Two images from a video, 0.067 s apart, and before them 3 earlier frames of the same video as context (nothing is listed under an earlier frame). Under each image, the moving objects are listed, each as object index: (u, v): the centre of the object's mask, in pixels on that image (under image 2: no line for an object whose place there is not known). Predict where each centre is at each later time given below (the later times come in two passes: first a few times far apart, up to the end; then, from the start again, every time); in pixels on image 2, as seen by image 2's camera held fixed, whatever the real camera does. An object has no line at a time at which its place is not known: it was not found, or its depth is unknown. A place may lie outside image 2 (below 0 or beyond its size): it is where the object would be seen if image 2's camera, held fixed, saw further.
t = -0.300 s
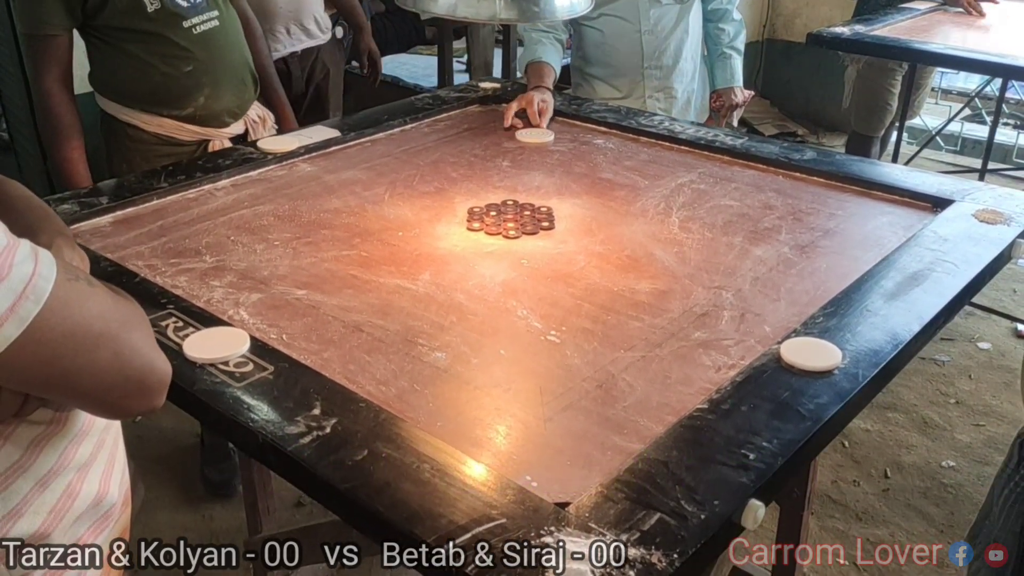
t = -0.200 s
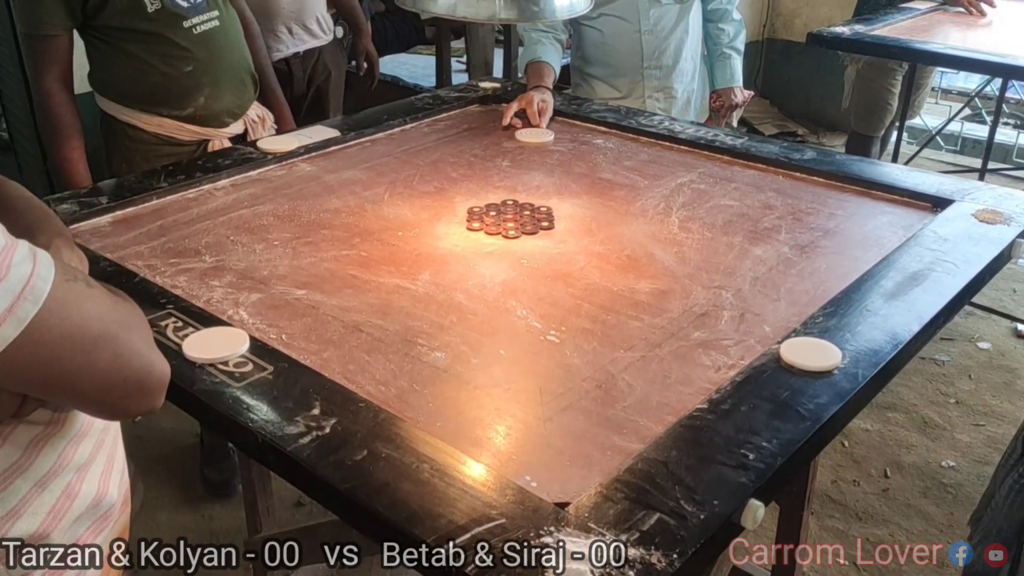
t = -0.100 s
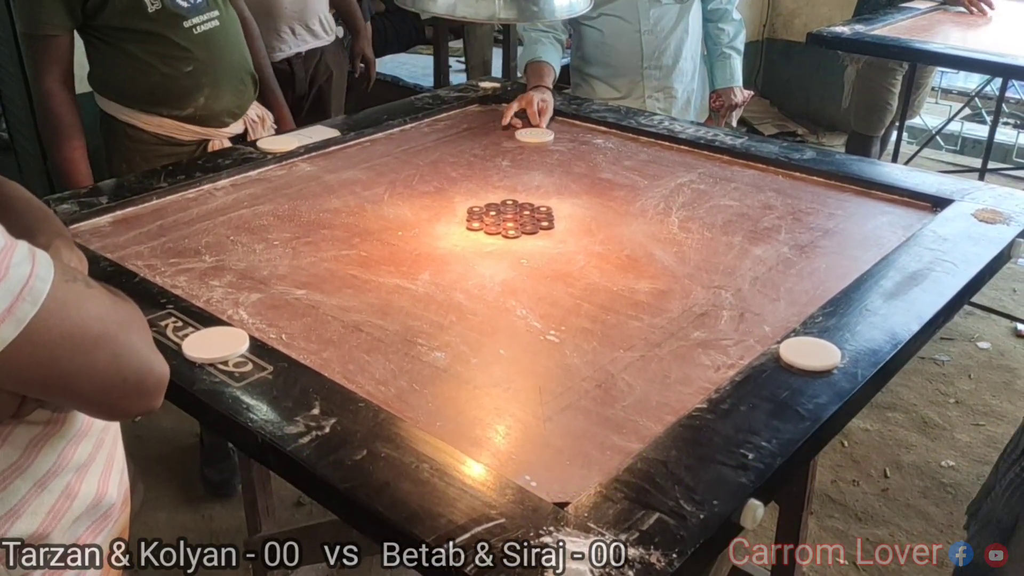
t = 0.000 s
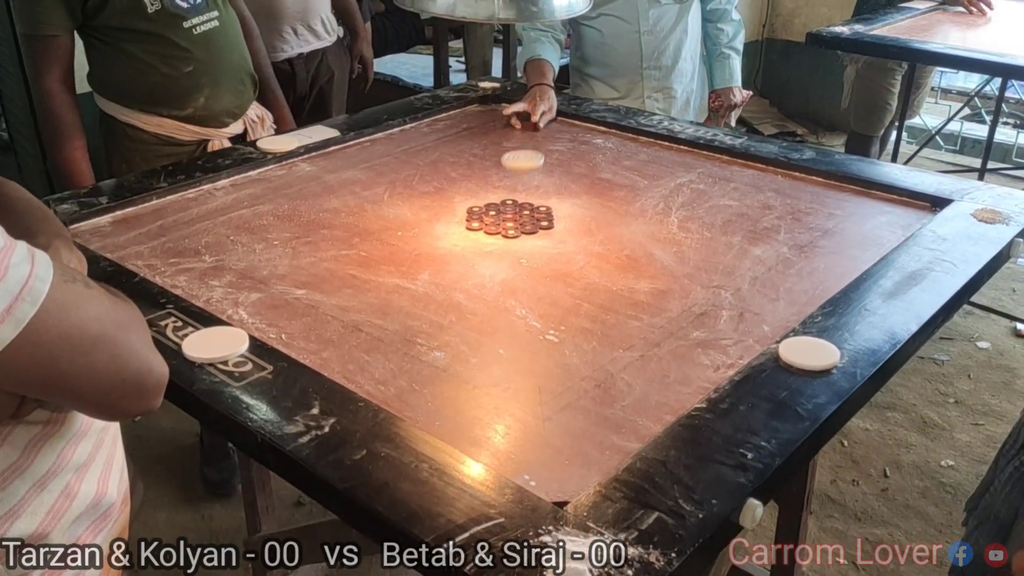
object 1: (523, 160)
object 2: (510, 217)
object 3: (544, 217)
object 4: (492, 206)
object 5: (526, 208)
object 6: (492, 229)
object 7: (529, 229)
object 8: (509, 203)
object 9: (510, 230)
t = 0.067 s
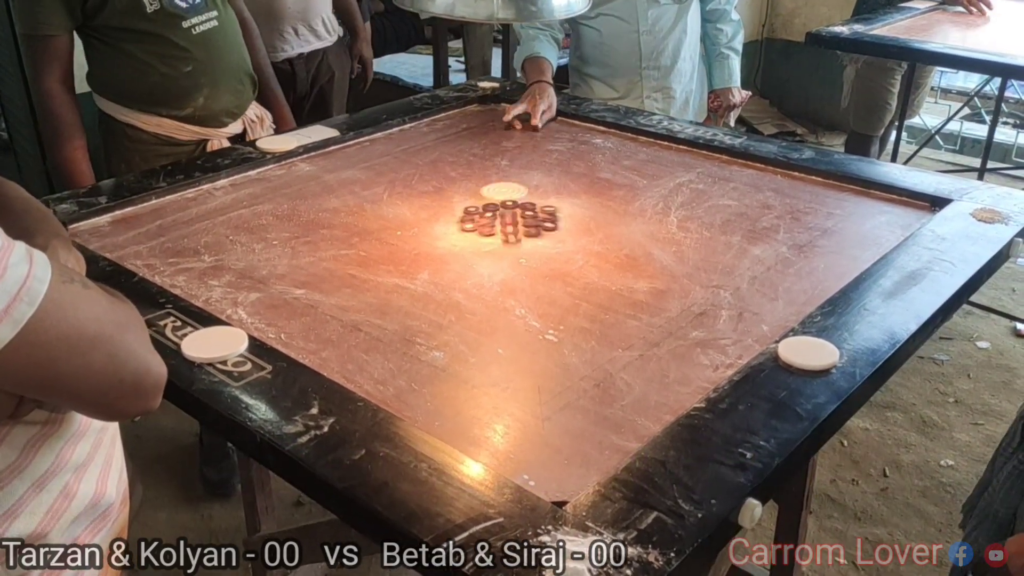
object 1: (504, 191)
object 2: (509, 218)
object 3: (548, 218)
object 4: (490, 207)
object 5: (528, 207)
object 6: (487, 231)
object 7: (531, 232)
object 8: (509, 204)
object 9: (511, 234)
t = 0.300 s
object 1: (430, 213)
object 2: (525, 358)
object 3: (688, 249)
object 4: (454, 248)
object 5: (566, 203)
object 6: (355, 280)
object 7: (673, 334)
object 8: (528, 222)
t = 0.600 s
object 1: (389, 225)
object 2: (618, 433)
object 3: (820, 280)
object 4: (426, 286)
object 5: (568, 203)
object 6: (242, 322)
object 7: (575, 335)
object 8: (530, 225)
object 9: (572, 418)
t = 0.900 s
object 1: (388, 225)
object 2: (610, 363)
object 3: (826, 280)
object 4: (423, 290)
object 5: (568, 203)
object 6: (245, 325)
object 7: (480, 312)
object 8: (530, 225)
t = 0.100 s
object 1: (491, 195)
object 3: (571, 225)
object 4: (488, 209)
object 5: (536, 205)
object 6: (467, 239)
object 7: (551, 246)
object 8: (513, 208)
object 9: (509, 243)
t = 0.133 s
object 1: (479, 199)
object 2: (508, 244)
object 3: (591, 230)
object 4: (482, 216)
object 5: (543, 205)
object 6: (447, 246)
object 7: (569, 259)
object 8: (516, 211)
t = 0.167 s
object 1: (468, 202)
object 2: (515, 274)
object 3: (612, 232)
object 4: (476, 223)
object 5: (550, 204)
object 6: (428, 253)
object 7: (589, 273)
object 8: (519, 214)
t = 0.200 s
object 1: (457, 206)
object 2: (517, 292)
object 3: (632, 237)
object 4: (470, 229)
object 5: (556, 204)
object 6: (409, 260)
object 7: (609, 288)
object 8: (522, 216)
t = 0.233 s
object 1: (447, 208)
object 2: (520, 312)
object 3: (651, 241)
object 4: (465, 236)
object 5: (560, 203)
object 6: (391, 267)
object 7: (629, 302)
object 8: (524, 218)
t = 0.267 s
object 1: (438, 211)
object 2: (522, 335)
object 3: (670, 245)
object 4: (459, 242)
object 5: (563, 203)
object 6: (373, 274)
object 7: (651, 318)
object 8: (526, 220)
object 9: (503, 360)
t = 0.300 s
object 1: (430, 213)
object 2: (525, 358)
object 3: (688, 249)
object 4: (454, 248)
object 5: (566, 203)
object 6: (355, 280)
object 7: (673, 334)
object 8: (528, 222)
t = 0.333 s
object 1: (421, 216)
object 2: (529, 384)
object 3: (706, 253)
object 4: (449, 254)
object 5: (568, 203)
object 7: (696, 352)
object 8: (529, 223)
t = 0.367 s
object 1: (415, 218)
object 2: (533, 411)
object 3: (723, 257)
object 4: (445, 259)
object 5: (568, 203)
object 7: (719, 368)
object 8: (529, 224)
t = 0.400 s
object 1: (409, 219)
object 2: (537, 439)
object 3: (739, 261)
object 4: (441, 264)
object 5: (568, 203)
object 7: (707, 369)
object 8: (529, 225)
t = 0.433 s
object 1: (403, 221)
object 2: (555, 450)
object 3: (754, 264)
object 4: (438, 269)
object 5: (568, 203)
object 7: (680, 362)
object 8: (530, 225)
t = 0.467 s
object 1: (399, 222)
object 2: (580, 449)
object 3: (770, 268)
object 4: (434, 273)
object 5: (568, 203)
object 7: (656, 356)
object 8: (530, 225)
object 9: (567, 491)
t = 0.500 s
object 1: (395, 223)
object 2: (605, 449)
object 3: (783, 271)
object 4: (432, 277)
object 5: (568, 203)
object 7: (633, 350)
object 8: (530, 225)
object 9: (575, 474)
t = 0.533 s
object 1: (392, 224)
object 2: (625, 448)
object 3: (796, 274)
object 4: (429, 281)
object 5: (568, 203)
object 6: (257, 317)
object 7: (613, 345)
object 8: (530, 225)
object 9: (574, 453)
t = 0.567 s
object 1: (390, 225)
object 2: (624, 441)
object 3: (809, 277)
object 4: (427, 284)
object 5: (568, 203)
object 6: (248, 321)
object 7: (593, 340)
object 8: (530, 225)
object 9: (572, 434)
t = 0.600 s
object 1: (389, 225)
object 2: (618, 433)
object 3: (820, 280)
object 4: (426, 286)
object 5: (568, 203)
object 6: (242, 322)
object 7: (575, 335)
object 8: (530, 225)
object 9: (572, 418)
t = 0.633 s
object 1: (388, 225)
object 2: (614, 427)
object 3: (830, 283)
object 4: (424, 288)
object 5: (568, 203)
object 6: (240, 323)
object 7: (559, 331)
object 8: (529, 225)
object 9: (571, 403)
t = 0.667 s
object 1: (388, 225)
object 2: (611, 421)
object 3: (836, 284)
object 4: (423, 289)
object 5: (568, 203)
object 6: (242, 324)
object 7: (544, 328)
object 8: (530, 225)
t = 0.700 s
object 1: (388, 225)
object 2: (609, 412)
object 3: (834, 283)
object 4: (423, 290)
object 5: (568, 203)
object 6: (244, 324)
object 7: (531, 325)
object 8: (530, 225)
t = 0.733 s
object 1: (388, 225)
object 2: (609, 401)
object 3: (831, 282)
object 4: (423, 290)
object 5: (568, 203)
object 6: (245, 325)
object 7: (519, 322)
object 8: (530, 225)
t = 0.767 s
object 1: (388, 225)
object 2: (609, 391)
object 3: (828, 281)
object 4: (423, 290)
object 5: (568, 203)
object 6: (245, 325)
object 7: (509, 319)
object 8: (530, 225)
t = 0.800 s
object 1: (388, 225)
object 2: (610, 383)
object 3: (826, 280)
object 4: (423, 290)
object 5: (568, 203)
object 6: (245, 324)
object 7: (500, 317)
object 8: (530, 225)
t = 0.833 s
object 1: (388, 225)
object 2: (610, 375)
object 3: (826, 280)
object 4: (423, 290)
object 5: (568, 203)
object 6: (245, 324)
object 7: (492, 315)
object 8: (530, 225)
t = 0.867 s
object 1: (388, 225)
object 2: (610, 368)
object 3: (826, 280)
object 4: (423, 290)
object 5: (568, 203)
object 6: (245, 324)
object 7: (485, 314)
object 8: (530, 225)
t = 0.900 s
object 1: (388, 225)
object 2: (610, 363)
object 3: (826, 280)
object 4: (423, 290)
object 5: (568, 203)
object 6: (245, 325)
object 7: (480, 312)
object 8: (530, 225)
